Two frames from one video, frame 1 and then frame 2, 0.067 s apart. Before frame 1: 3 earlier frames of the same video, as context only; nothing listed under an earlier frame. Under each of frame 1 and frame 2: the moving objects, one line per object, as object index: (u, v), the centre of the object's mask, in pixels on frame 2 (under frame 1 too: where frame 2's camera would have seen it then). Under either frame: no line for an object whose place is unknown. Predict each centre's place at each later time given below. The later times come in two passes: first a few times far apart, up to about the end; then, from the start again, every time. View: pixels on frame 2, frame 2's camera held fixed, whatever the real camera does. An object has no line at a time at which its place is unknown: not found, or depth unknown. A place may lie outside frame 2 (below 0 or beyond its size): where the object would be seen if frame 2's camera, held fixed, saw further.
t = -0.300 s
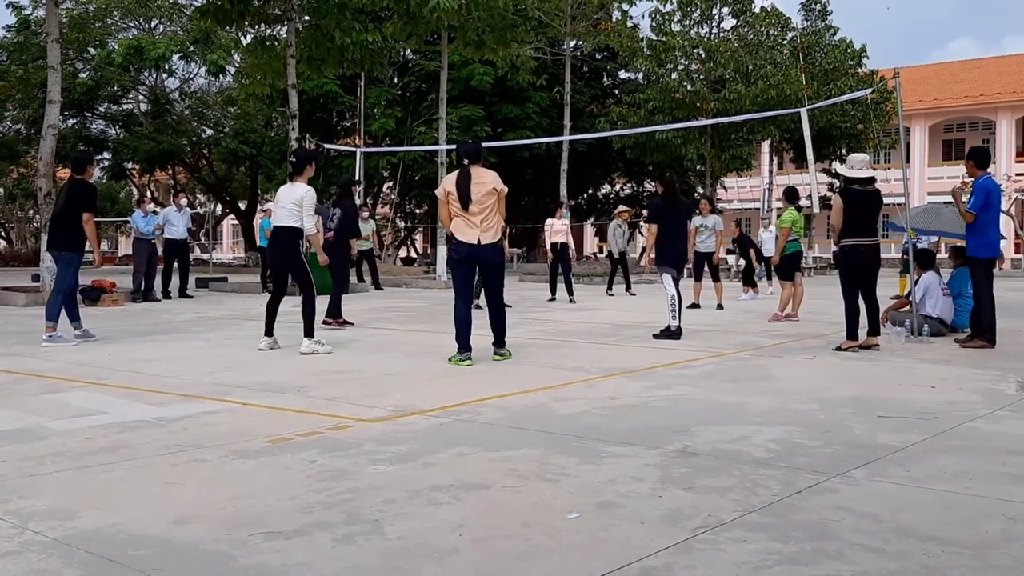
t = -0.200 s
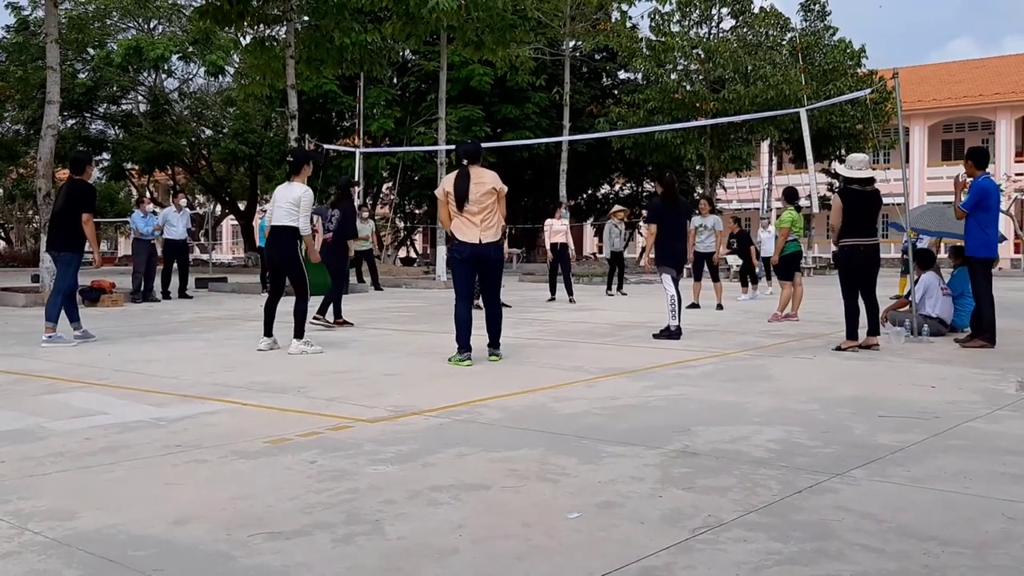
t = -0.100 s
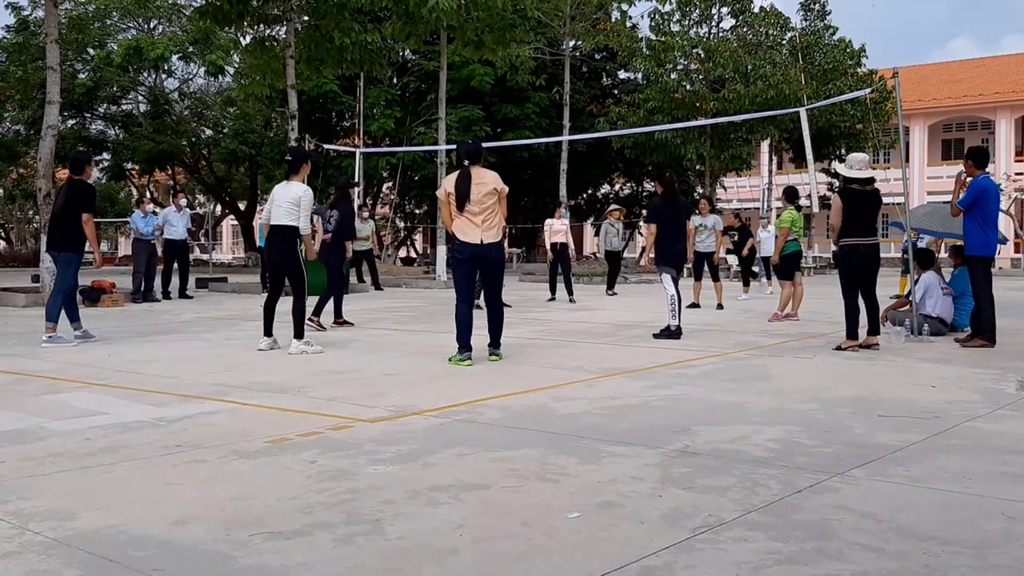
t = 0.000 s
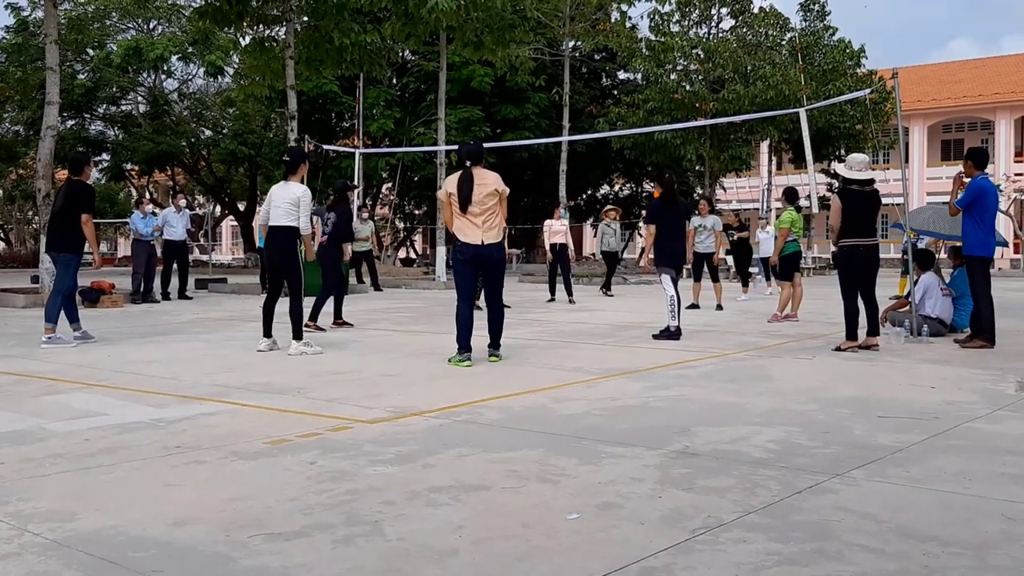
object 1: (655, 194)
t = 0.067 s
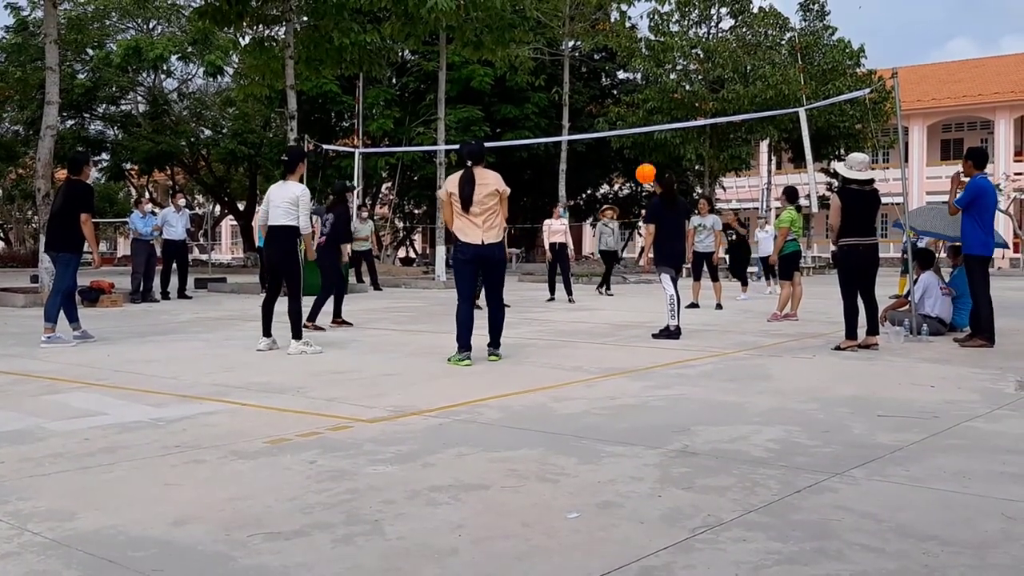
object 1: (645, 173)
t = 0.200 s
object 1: (612, 138)
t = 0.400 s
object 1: (564, 93)
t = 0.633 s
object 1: (508, 64)
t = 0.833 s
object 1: (454, 69)
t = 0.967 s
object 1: (418, 97)
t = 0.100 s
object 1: (637, 164)
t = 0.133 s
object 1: (628, 154)
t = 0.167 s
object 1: (620, 146)
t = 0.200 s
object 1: (612, 138)
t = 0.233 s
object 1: (604, 126)
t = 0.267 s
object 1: (596, 121)
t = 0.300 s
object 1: (588, 113)
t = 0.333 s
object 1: (580, 106)
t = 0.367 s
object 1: (572, 99)
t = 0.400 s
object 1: (564, 93)
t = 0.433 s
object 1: (557, 87)
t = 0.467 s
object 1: (549, 82)
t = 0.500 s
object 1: (541, 77)
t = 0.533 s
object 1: (533, 73)
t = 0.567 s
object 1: (524, 69)
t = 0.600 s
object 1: (516, 66)
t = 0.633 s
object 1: (508, 64)
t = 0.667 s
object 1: (499, 62)
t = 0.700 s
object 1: (490, 62)
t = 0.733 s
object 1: (482, 62)
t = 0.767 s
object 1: (472, 63)
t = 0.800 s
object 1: (463, 66)
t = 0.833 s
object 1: (454, 69)
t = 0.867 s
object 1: (445, 74)
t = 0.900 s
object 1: (436, 80)
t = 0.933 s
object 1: (427, 88)
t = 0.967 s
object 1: (418, 97)
